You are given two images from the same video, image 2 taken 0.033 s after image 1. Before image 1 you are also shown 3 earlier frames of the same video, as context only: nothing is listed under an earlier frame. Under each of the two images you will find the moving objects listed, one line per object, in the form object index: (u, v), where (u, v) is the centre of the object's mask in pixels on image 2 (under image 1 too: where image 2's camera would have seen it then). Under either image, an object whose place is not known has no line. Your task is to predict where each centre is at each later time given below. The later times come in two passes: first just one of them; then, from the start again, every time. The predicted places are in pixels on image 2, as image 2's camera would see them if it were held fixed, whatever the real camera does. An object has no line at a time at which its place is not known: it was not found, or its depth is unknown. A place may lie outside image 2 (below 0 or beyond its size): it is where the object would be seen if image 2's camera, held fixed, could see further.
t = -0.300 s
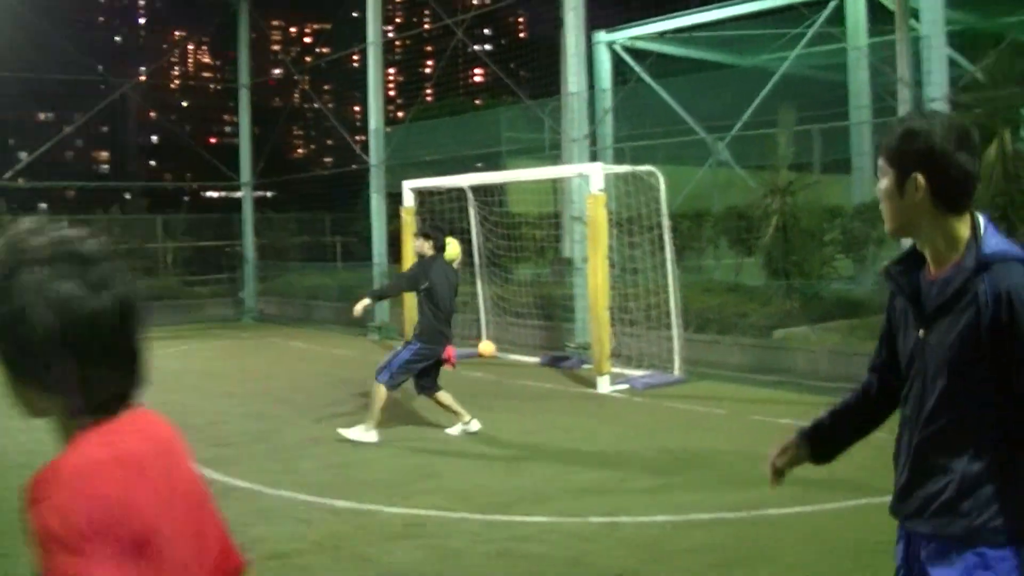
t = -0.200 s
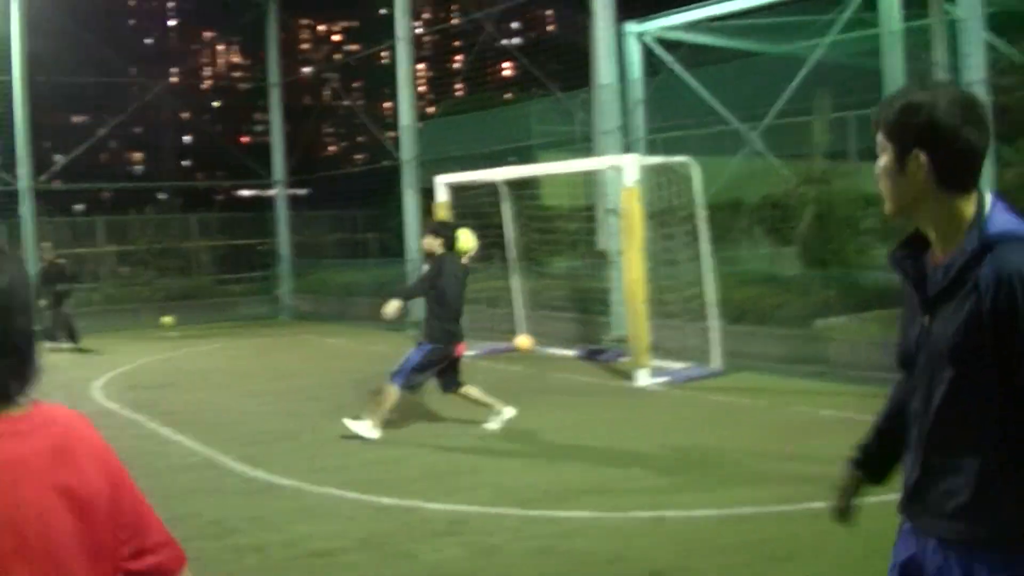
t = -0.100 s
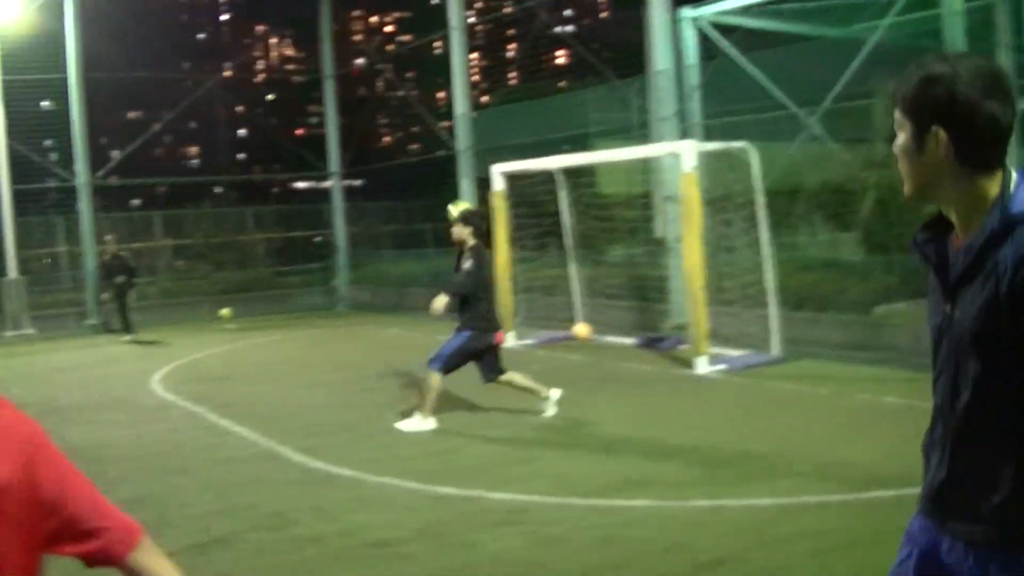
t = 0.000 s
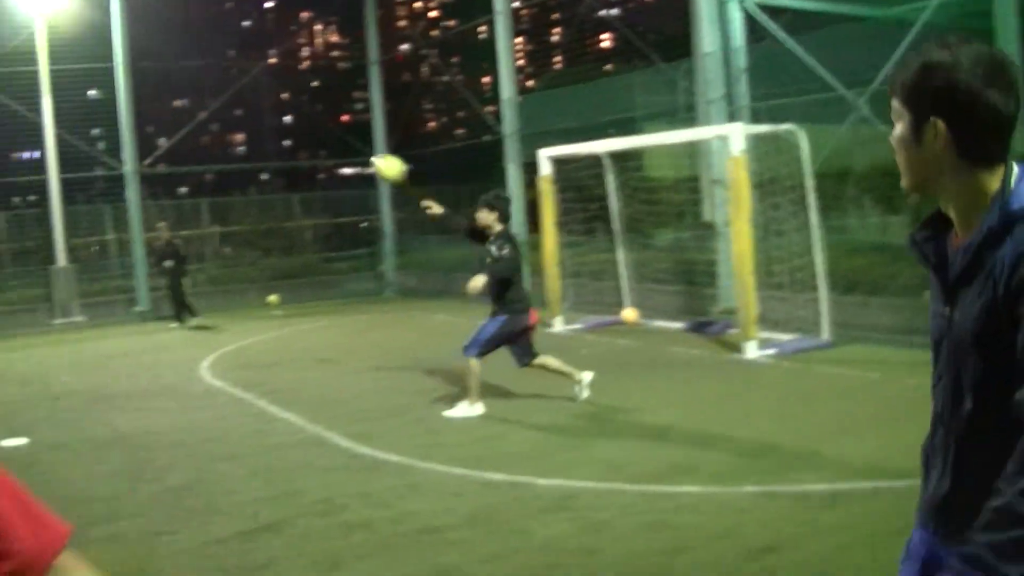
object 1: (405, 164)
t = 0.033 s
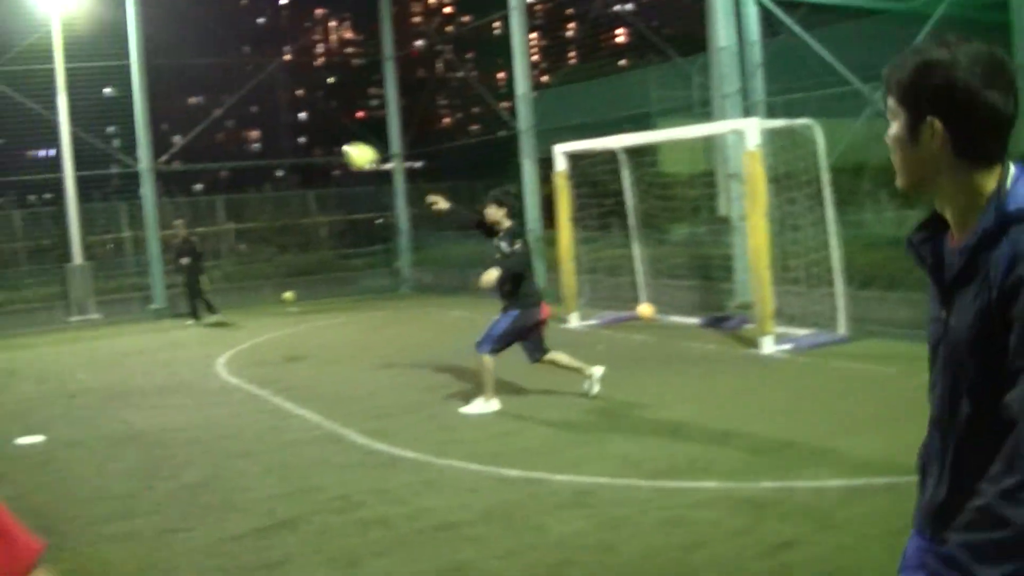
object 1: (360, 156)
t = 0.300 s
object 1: (40, 149)
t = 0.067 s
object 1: (319, 150)
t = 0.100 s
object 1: (278, 145)
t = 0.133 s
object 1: (236, 142)
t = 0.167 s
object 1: (195, 141)
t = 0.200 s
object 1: (156, 139)
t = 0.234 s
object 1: (116, 141)
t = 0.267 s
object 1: (78, 144)
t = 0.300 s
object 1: (40, 149)
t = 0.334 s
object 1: (3, 156)
